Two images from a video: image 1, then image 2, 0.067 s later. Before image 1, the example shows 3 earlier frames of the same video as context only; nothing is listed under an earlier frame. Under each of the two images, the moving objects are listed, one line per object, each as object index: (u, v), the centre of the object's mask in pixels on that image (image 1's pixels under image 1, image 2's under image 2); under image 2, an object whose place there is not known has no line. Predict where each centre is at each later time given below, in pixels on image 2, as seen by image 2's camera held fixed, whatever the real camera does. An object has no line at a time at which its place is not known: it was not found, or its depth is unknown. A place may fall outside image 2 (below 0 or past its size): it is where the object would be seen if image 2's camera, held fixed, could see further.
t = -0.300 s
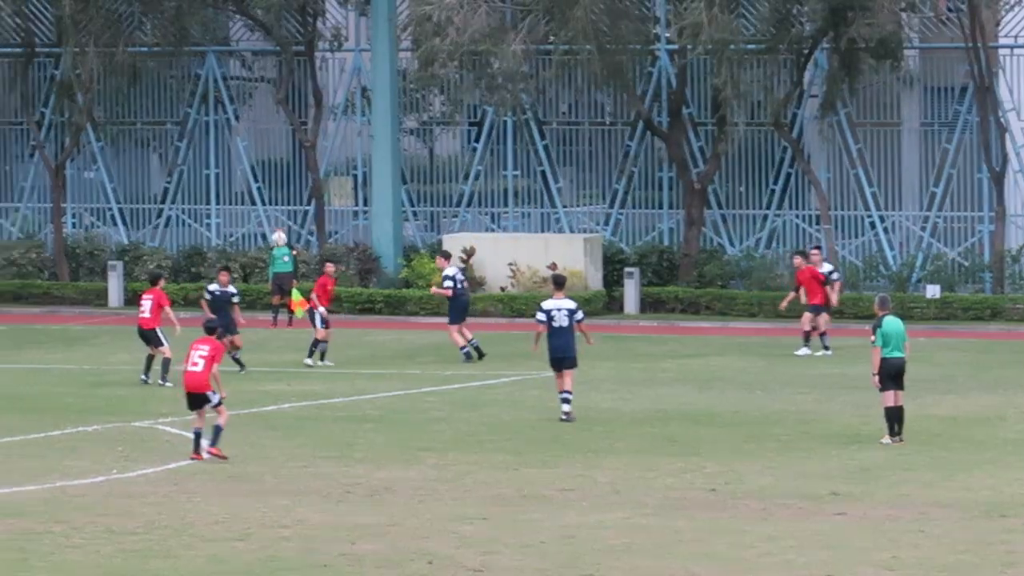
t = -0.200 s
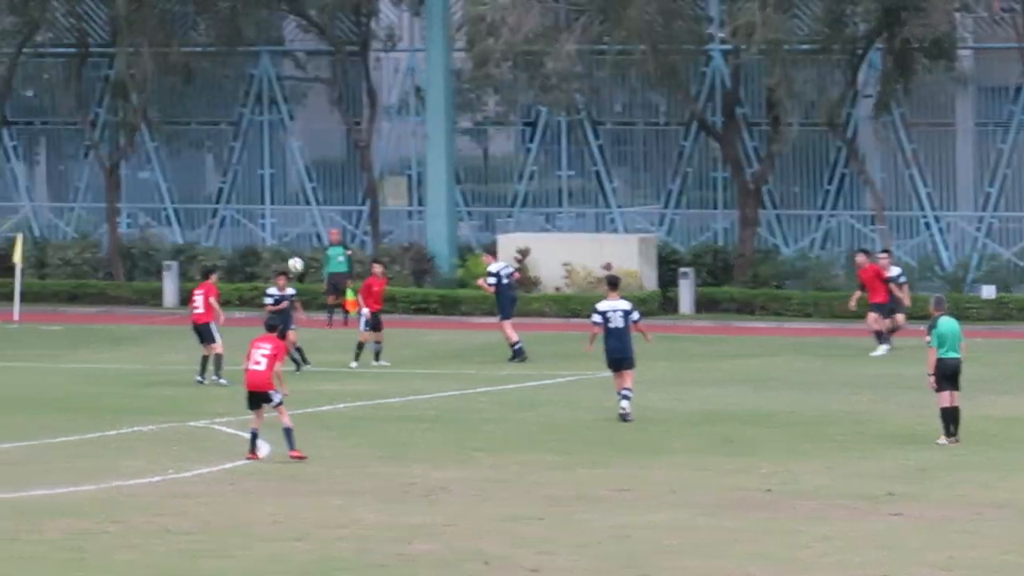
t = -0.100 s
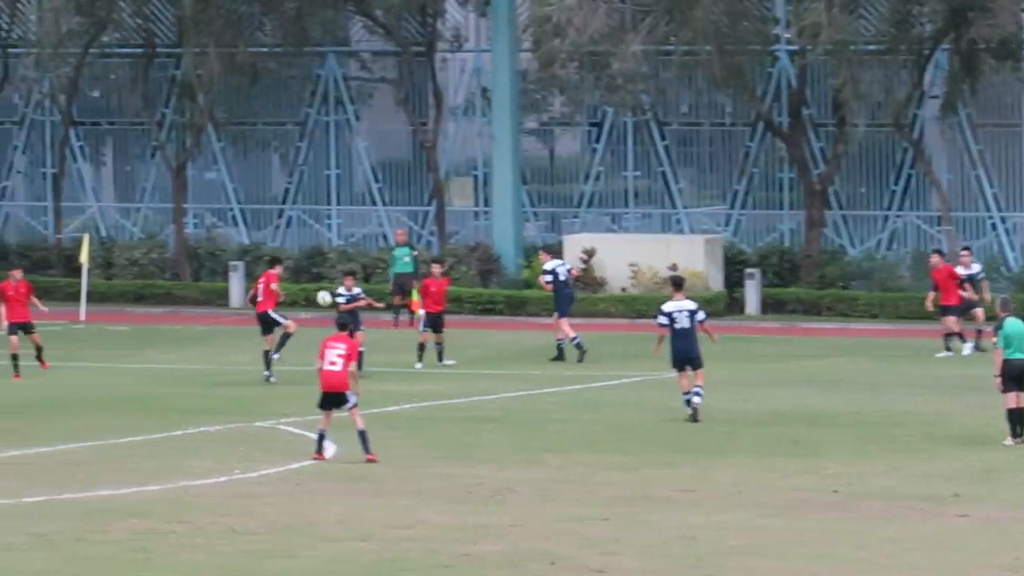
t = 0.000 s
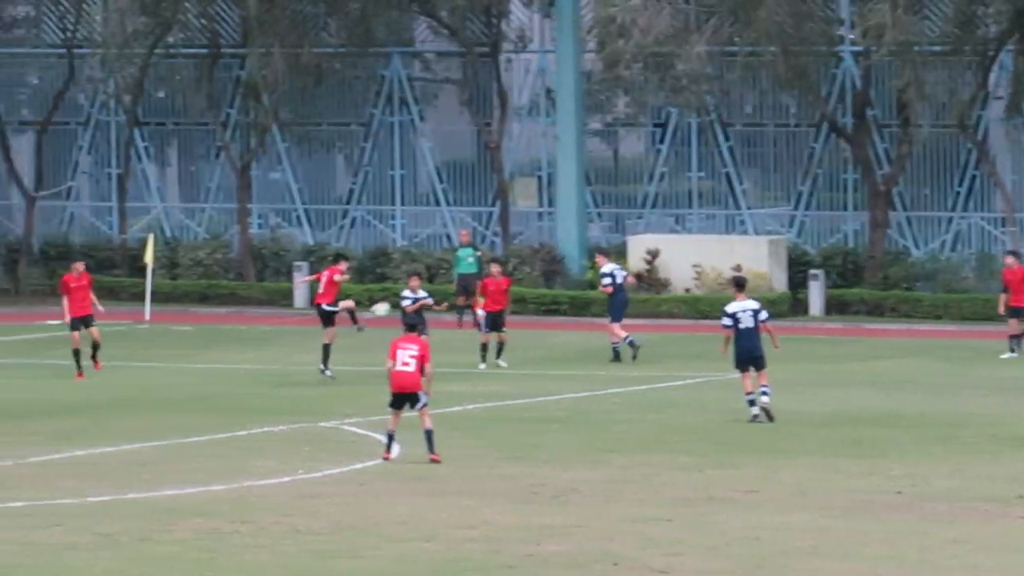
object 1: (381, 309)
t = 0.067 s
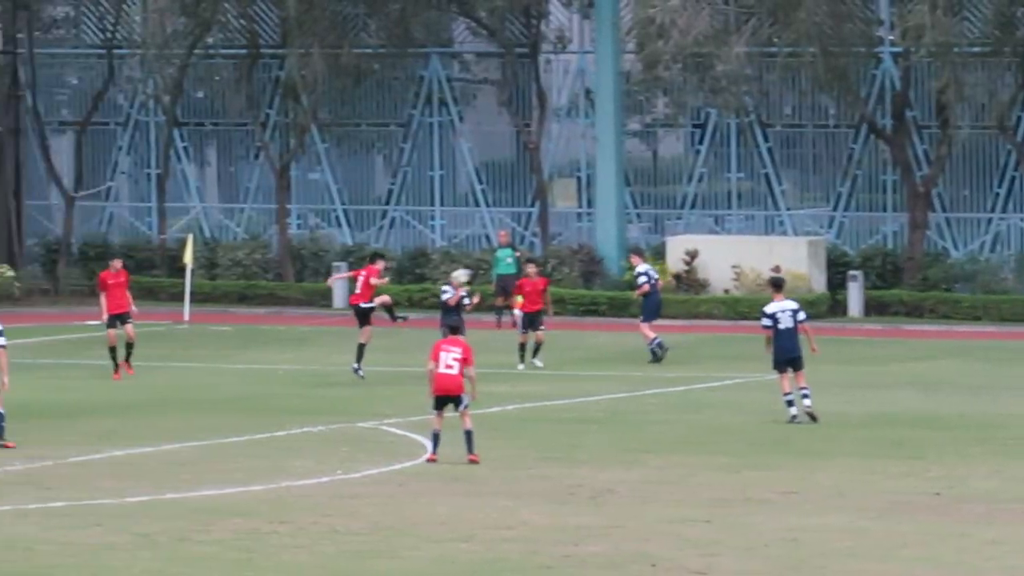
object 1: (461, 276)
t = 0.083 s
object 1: (475, 268)
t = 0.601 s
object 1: (788, 137)
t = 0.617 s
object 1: (791, 136)
